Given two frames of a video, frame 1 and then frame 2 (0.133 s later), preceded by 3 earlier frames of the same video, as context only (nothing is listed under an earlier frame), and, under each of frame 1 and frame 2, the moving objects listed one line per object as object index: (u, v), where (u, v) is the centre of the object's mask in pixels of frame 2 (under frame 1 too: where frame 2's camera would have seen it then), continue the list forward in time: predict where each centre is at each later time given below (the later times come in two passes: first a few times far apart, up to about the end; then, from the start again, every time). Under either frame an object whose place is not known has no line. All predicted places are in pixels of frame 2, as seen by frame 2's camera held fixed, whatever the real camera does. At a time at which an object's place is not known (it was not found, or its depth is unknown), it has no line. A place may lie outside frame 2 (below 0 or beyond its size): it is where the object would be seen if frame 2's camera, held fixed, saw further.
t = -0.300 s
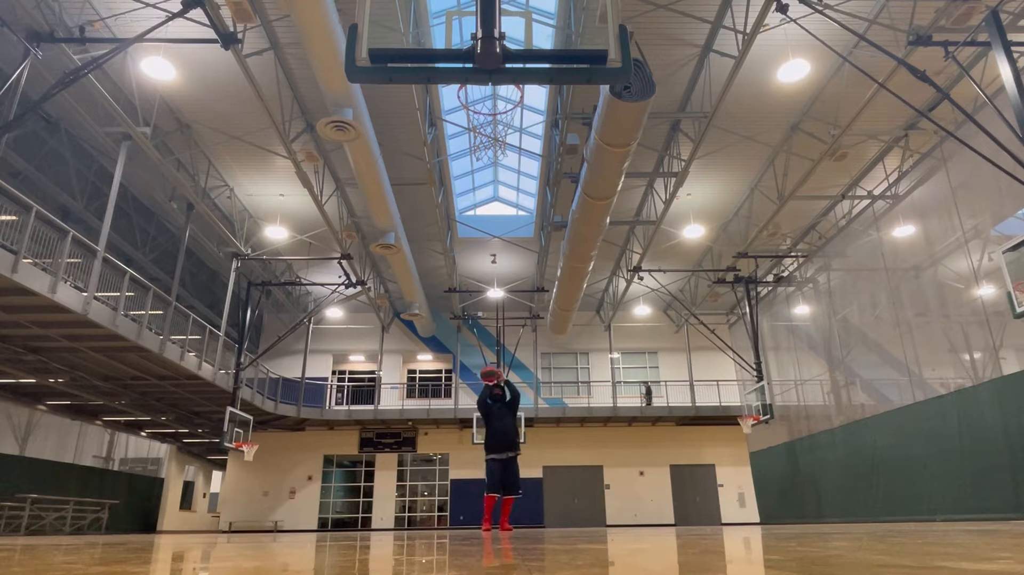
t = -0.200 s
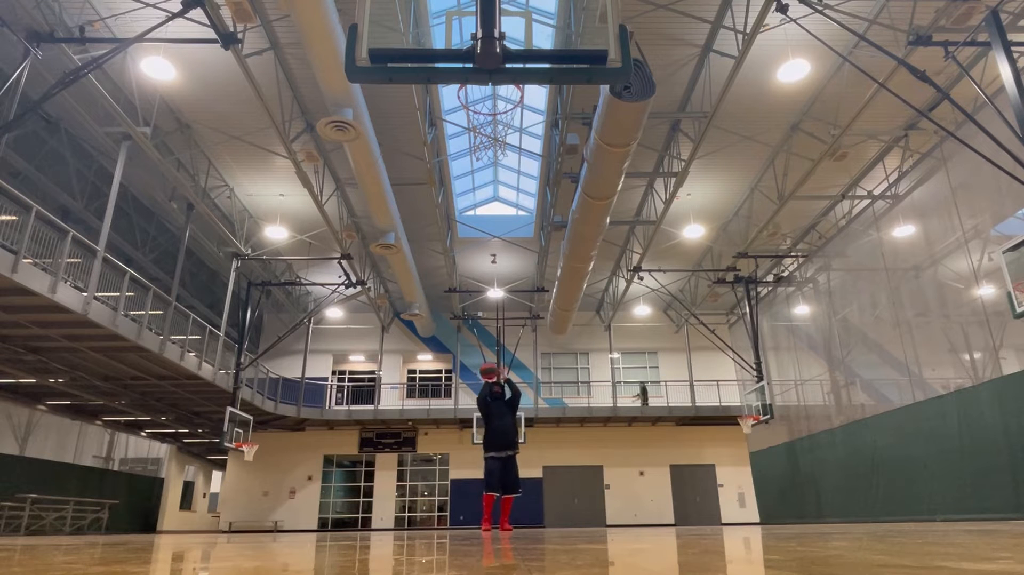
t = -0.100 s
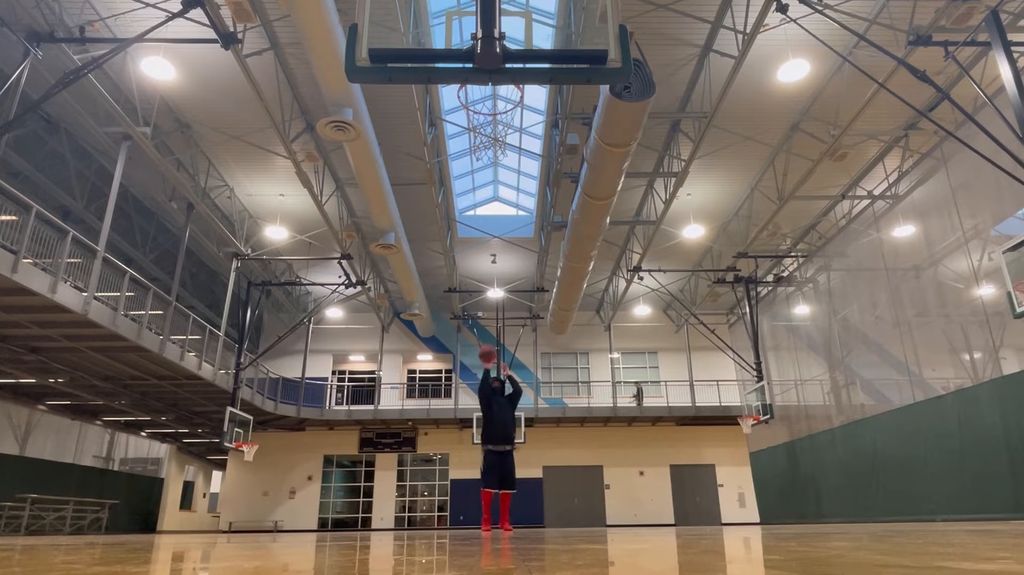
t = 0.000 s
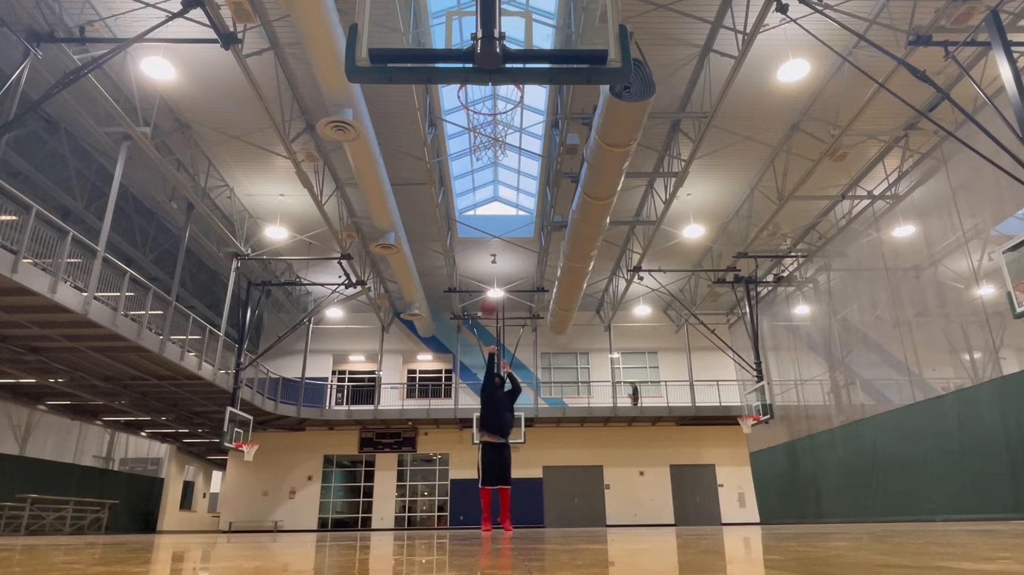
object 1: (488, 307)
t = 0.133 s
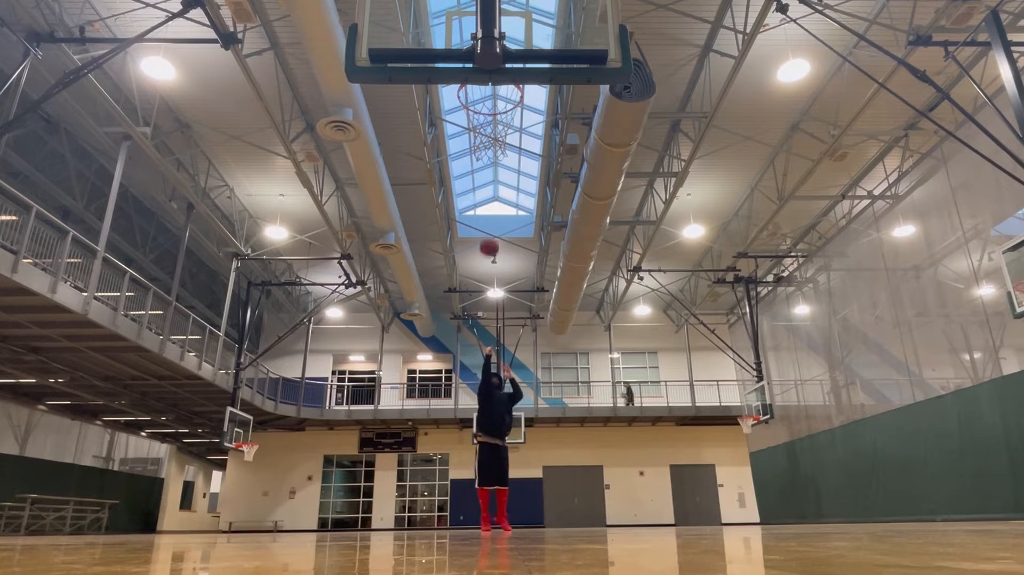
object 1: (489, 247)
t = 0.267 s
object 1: (490, 196)
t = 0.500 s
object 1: (490, 129)
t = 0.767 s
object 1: (491, 94)
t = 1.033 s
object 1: (491, 176)
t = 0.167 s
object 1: (489, 234)
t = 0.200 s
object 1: (490, 221)
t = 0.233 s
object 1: (490, 208)
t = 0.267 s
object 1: (490, 196)
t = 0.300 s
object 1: (490, 185)
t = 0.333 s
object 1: (490, 174)
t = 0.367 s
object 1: (490, 164)
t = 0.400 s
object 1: (490, 155)
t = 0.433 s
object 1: (490, 145)
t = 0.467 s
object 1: (491, 136)
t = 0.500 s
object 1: (490, 129)
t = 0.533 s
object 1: (490, 122)
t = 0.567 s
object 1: (491, 115)
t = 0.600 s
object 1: (491, 108)
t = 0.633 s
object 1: (491, 102)
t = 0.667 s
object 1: (491, 99)
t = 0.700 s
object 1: (491, 96)
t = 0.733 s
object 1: (491, 95)
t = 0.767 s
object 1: (491, 94)
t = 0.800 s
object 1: (491, 94)
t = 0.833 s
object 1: (492, 94)
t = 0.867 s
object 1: (491, 95)
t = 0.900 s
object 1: (492, 101)
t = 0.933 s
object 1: (491, 120)
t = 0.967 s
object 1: (492, 137)
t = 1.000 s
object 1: (491, 156)
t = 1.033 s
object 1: (491, 176)
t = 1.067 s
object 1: (491, 199)
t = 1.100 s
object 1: (491, 223)
